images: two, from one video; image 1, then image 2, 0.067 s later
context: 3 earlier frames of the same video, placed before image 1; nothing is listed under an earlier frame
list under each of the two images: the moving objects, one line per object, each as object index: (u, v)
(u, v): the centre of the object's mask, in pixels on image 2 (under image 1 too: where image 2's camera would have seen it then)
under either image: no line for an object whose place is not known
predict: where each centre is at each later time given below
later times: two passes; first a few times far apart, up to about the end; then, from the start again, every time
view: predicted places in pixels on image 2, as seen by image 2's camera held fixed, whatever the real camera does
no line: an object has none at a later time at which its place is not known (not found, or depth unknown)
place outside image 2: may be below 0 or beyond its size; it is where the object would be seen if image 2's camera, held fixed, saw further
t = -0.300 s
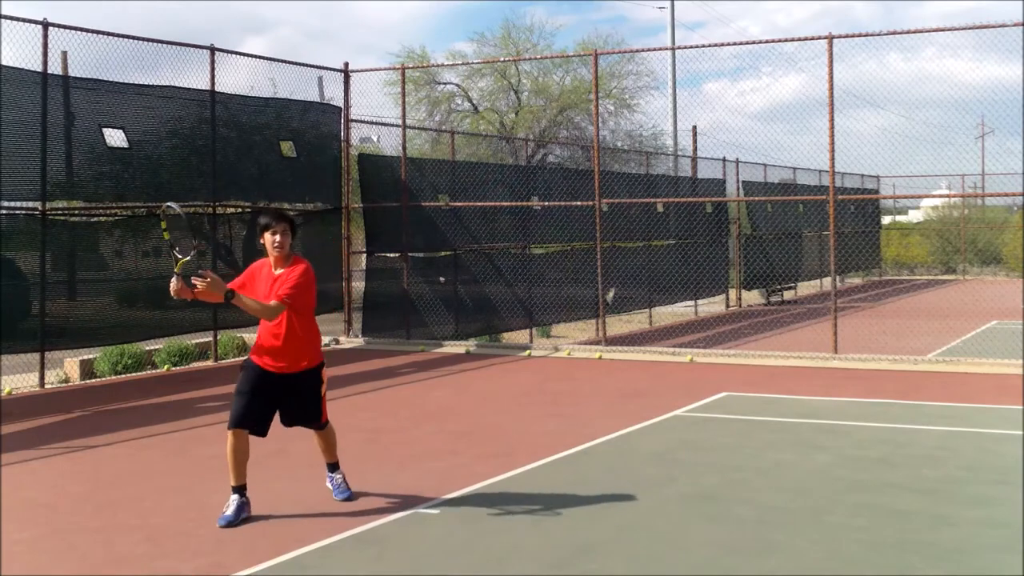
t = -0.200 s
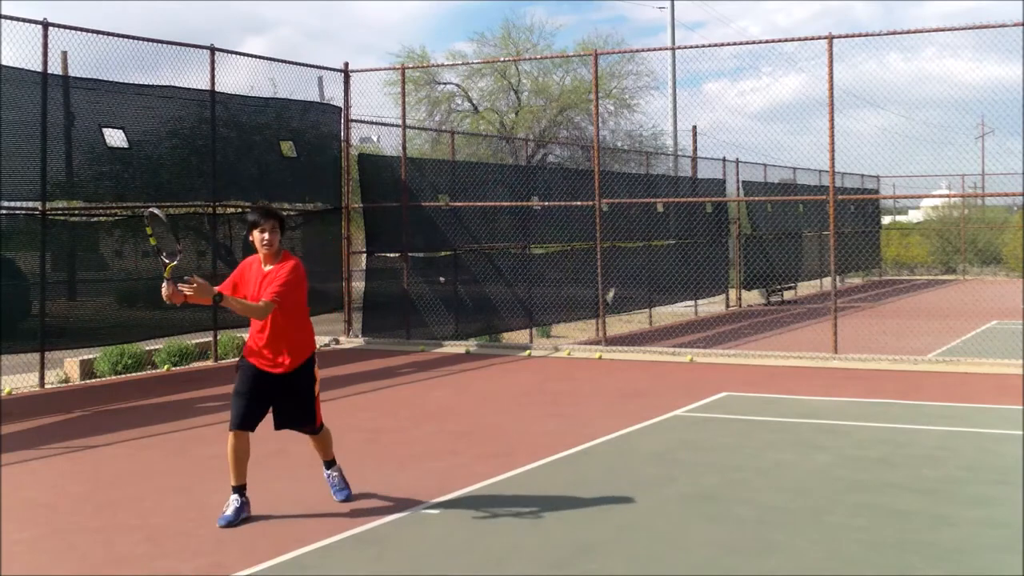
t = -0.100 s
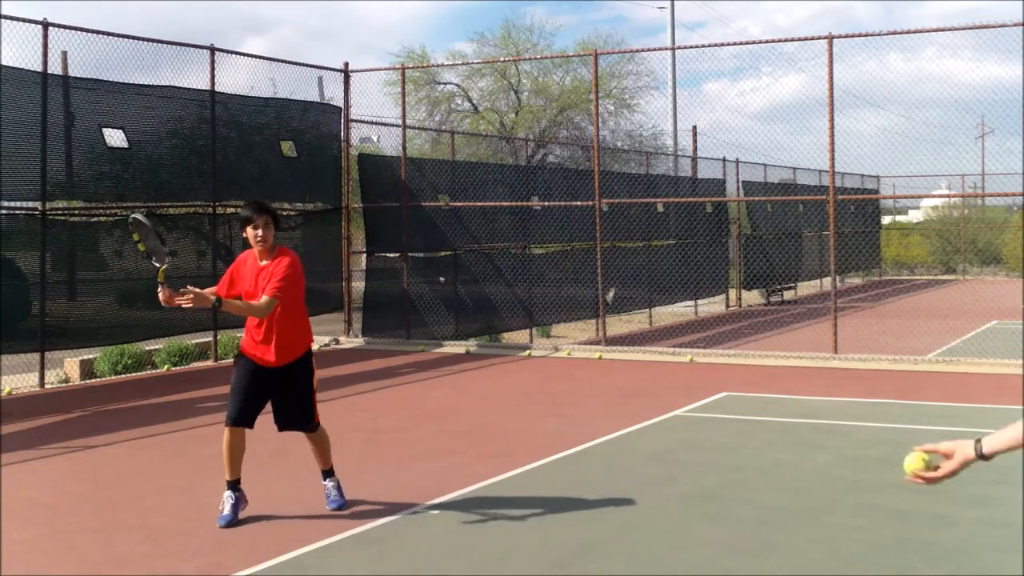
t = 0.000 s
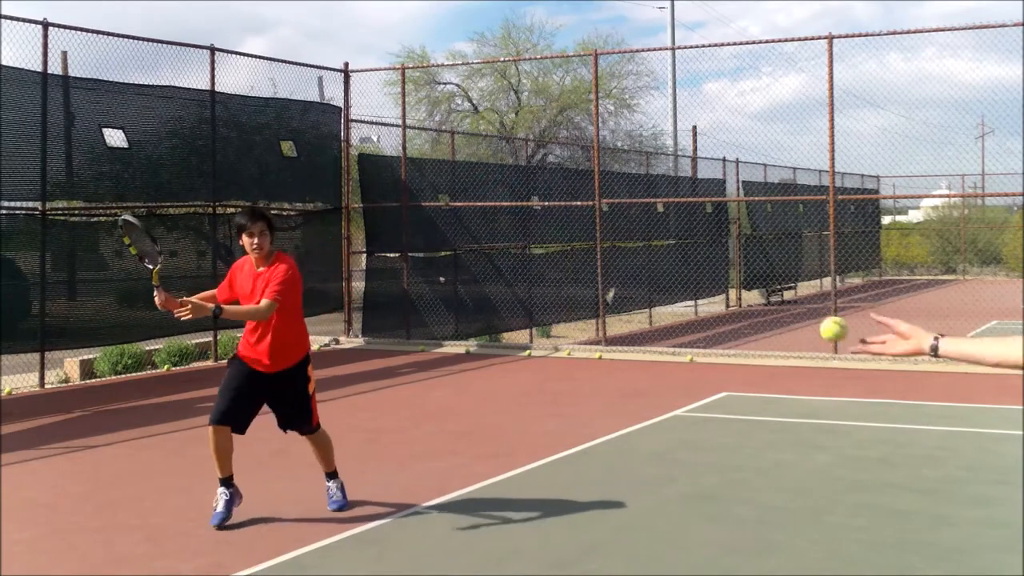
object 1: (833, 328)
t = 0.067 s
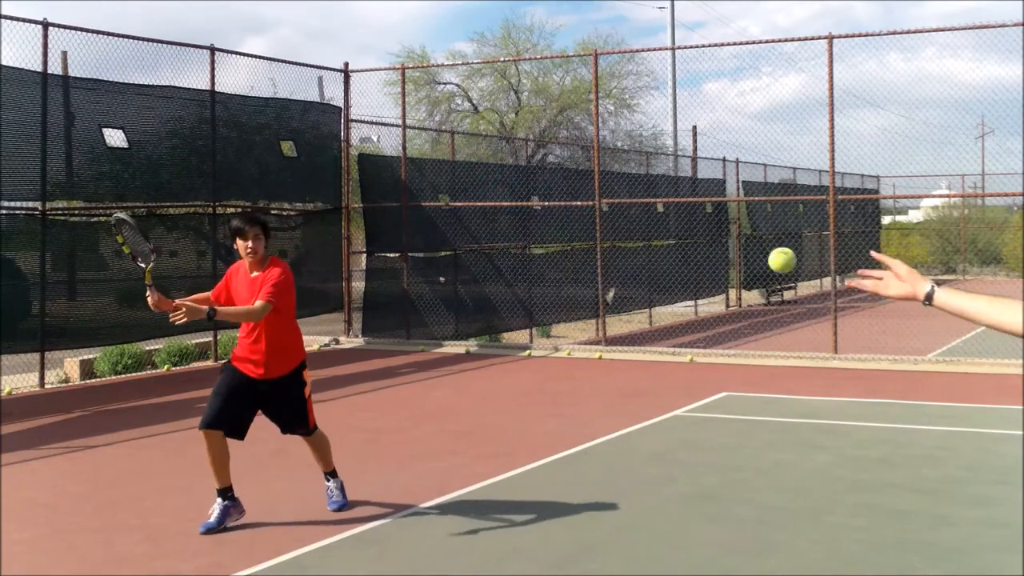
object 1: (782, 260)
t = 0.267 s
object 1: (636, 155)
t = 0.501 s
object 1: (485, 219)
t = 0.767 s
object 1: (338, 509)
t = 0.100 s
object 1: (756, 232)
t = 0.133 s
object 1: (731, 208)
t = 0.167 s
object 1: (707, 188)
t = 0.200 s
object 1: (683, 173)
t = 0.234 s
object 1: (659, 162)
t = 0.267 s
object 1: (636, 155)
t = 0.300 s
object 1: (613, 153)
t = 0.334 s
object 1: (591, 154)
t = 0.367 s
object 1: (568, 159)
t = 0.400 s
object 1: (547, 169)
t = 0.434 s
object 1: (526, 181)
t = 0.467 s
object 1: (505, 198)
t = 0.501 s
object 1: (485, 219)
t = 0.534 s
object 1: (465, 243)
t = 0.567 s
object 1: (445, 271)
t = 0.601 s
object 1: (427, 302)
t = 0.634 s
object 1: (408, 336)
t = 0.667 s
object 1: (390, 375)
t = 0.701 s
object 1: (371, 416)
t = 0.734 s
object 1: (355, 461)
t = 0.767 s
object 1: (338, 509)
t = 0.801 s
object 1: (322, 559)
